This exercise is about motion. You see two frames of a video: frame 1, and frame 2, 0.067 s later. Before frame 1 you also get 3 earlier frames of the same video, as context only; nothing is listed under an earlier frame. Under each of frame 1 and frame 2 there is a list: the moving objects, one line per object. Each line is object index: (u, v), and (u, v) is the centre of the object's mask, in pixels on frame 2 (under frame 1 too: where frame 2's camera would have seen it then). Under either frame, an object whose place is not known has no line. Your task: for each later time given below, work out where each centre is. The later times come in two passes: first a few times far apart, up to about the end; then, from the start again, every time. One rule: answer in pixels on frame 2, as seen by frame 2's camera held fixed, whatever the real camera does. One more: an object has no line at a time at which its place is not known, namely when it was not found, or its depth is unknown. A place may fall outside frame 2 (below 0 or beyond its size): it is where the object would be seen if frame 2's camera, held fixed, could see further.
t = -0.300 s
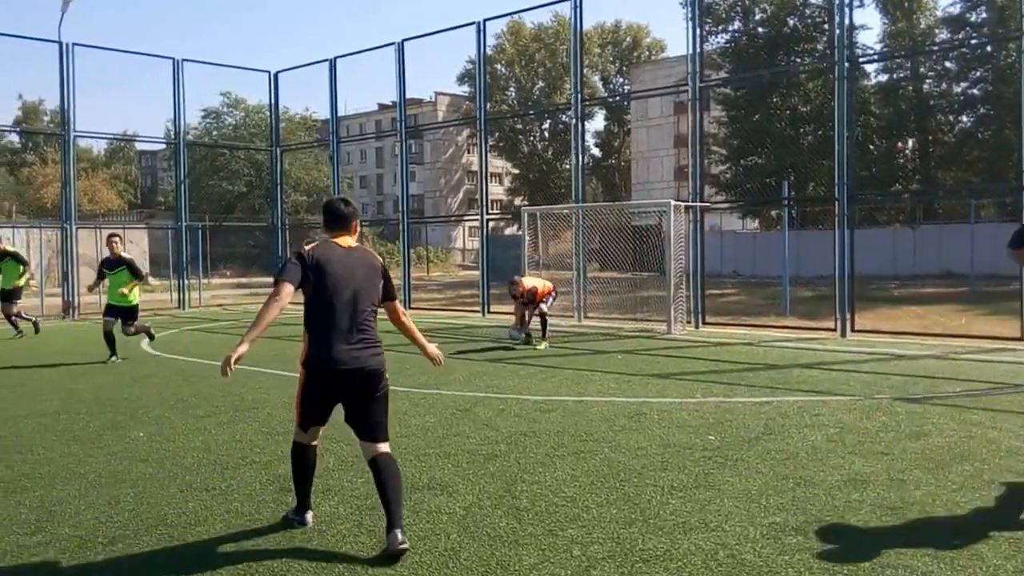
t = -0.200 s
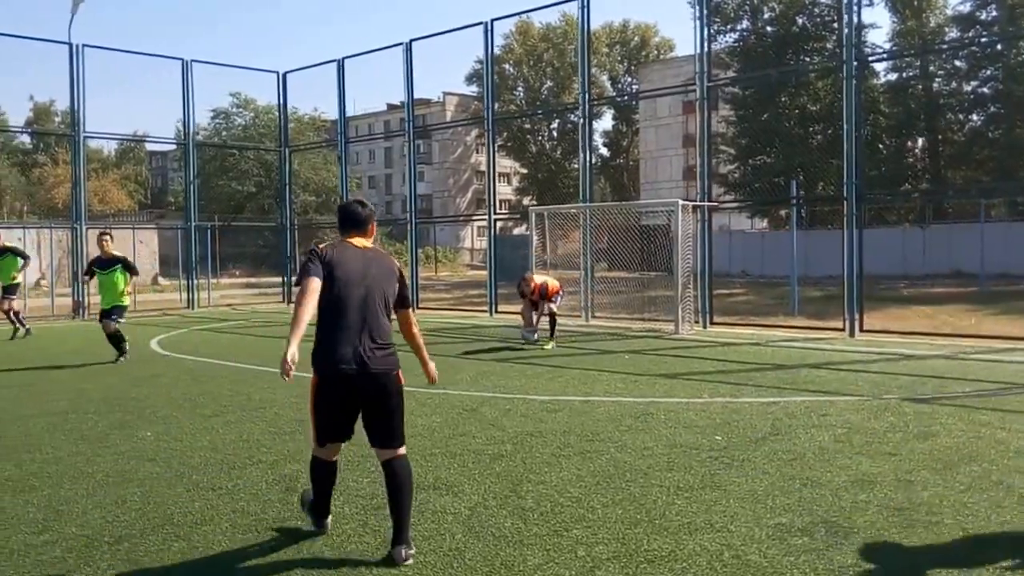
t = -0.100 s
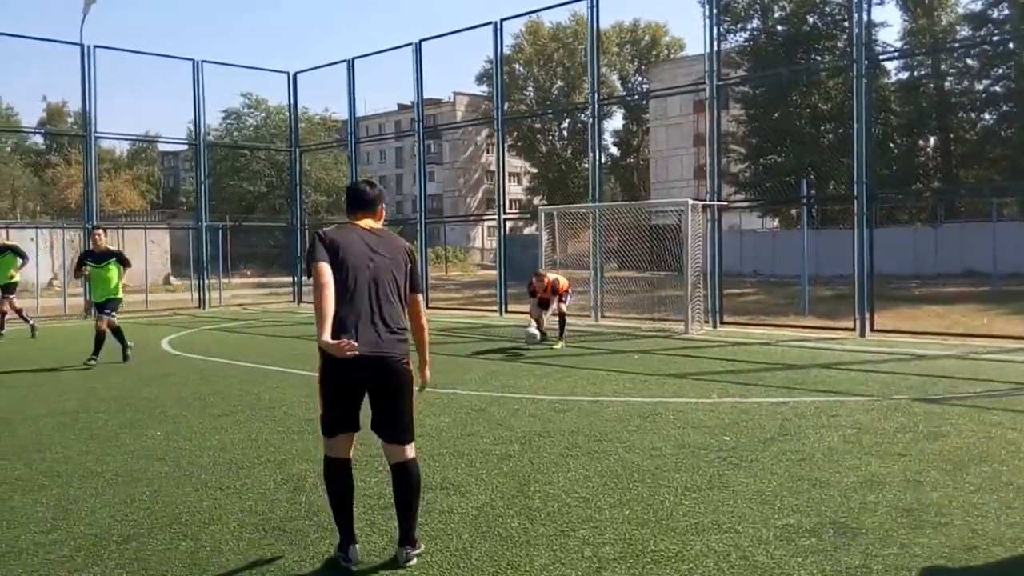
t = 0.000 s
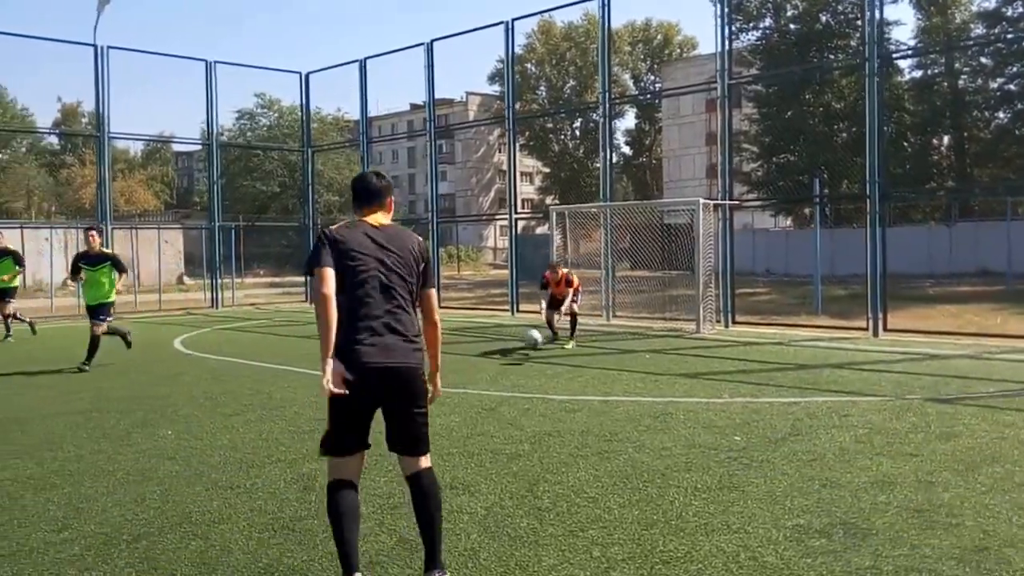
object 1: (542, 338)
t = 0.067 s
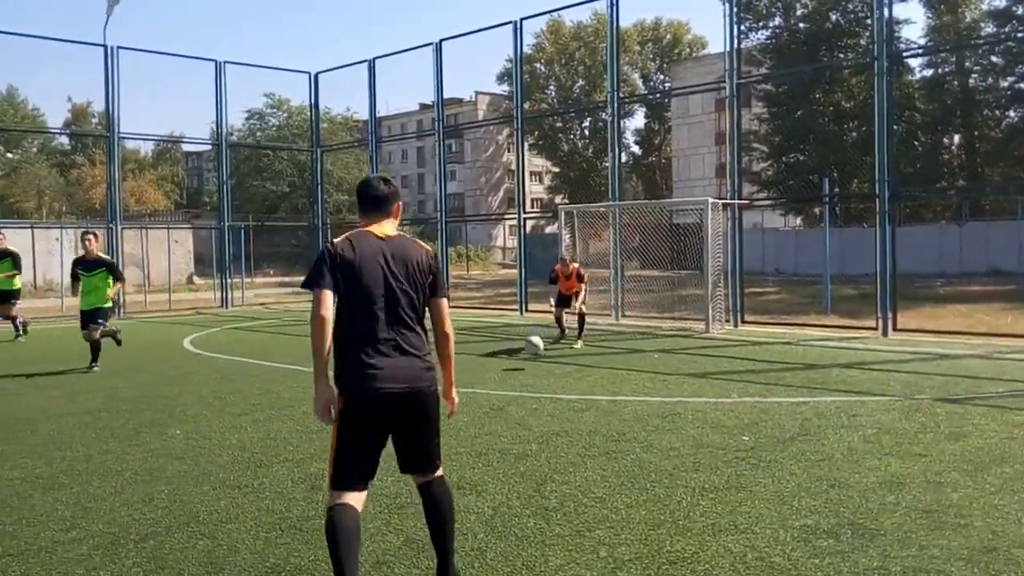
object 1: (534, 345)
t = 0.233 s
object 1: (512, 369)
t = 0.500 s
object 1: (470, 395)
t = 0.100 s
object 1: (530, 350)
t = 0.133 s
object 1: (525, 357)
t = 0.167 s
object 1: (521, 365)
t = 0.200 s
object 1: (517, 371)
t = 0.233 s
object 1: (512, 369)
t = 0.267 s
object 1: (508, 368)
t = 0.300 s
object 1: (503, 368)
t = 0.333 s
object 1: (498, 369)
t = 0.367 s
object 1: (493, 371)
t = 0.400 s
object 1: (488, 374)
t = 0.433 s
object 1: (482, 380)
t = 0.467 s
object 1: (476, 386)
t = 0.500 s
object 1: (470, 395)
